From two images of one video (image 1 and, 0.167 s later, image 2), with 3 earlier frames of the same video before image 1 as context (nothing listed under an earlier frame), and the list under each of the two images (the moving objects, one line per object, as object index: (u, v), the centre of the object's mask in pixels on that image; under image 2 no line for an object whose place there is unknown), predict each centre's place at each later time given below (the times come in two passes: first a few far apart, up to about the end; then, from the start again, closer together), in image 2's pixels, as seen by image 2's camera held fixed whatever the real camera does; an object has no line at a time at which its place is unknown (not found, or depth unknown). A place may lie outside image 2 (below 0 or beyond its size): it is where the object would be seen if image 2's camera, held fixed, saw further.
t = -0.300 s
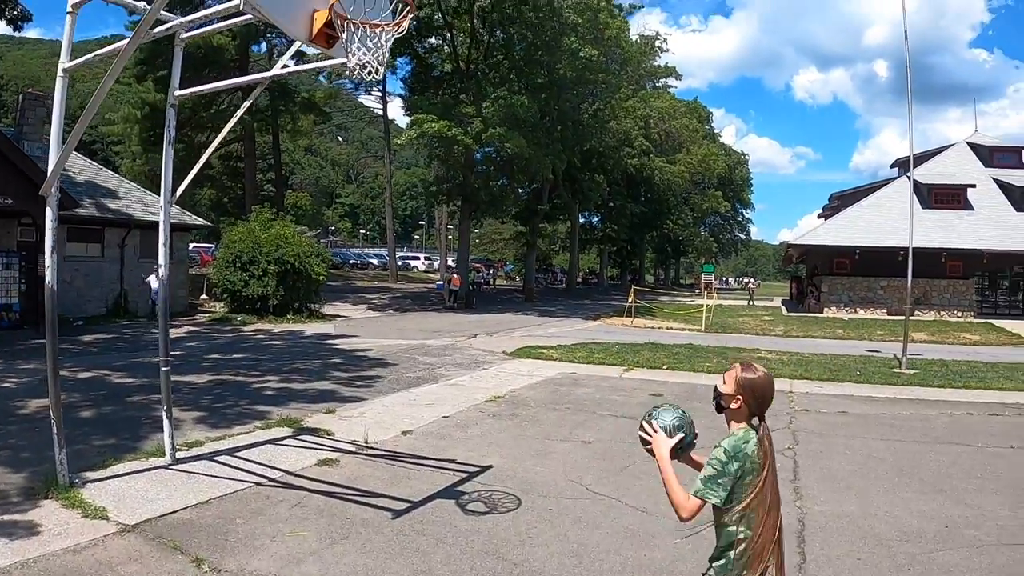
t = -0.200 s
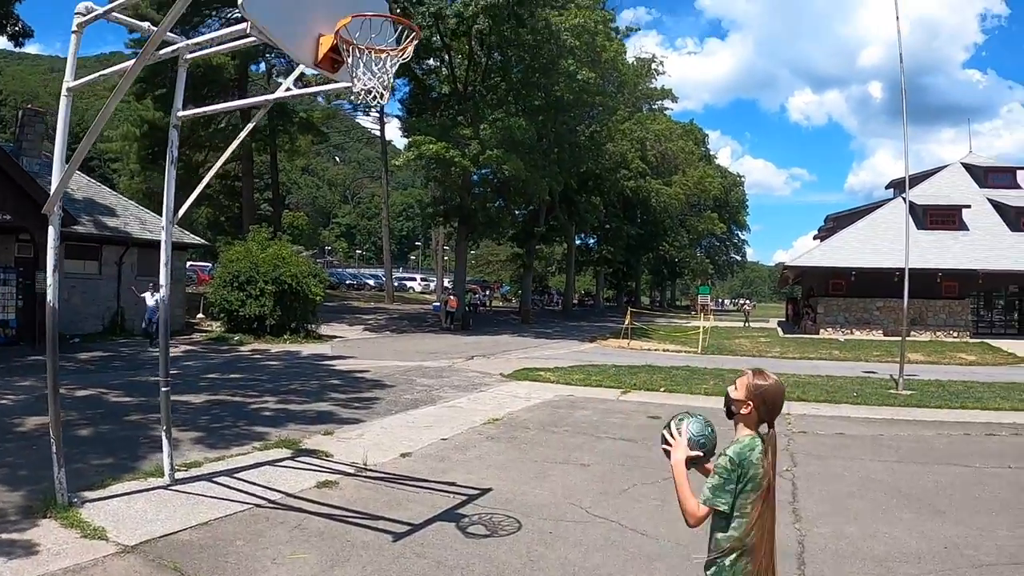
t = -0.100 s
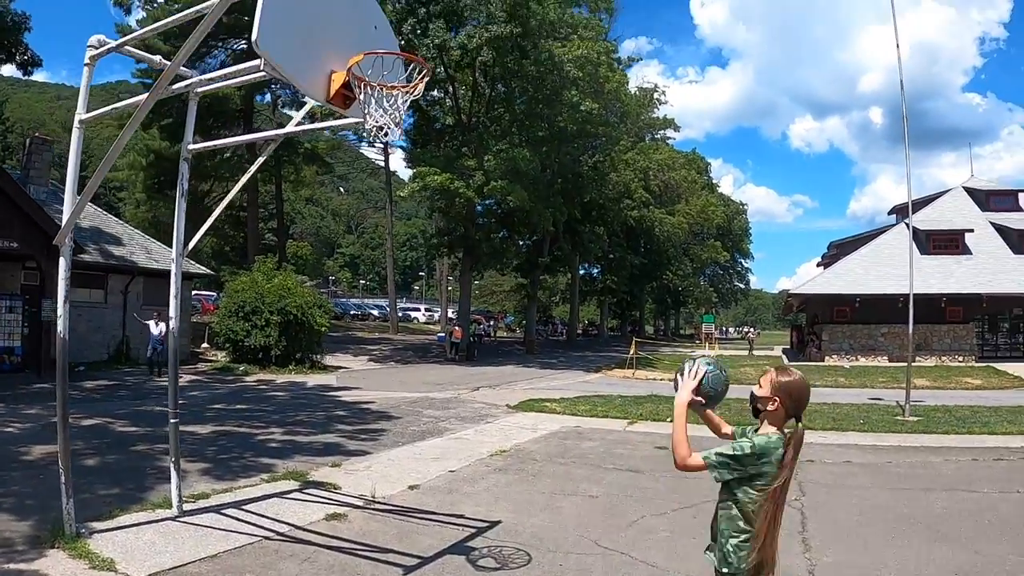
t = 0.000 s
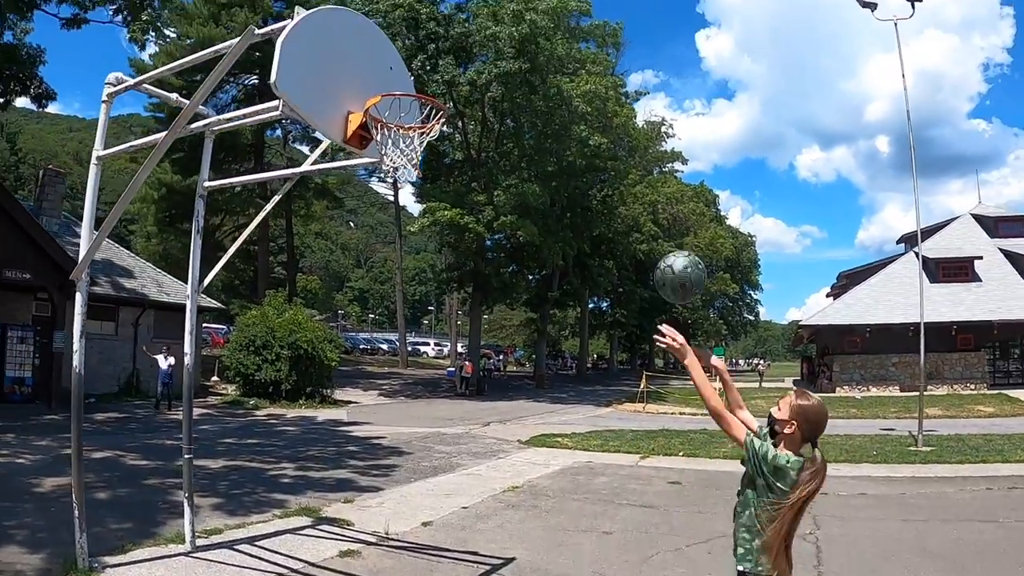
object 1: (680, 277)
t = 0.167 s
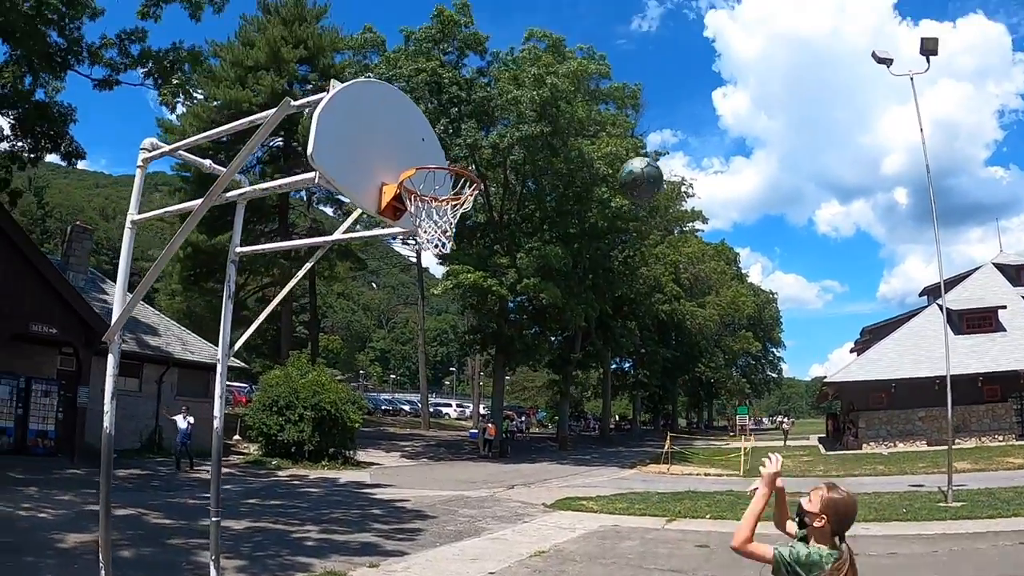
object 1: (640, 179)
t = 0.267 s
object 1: (610, 127)
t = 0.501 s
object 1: (549, 84)
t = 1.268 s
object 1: (488, 366)
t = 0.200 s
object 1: (630, 159)
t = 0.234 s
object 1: (619, 142)
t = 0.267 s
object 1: (610, 127)
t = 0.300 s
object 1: (601, 115)
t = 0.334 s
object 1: (591, 104)
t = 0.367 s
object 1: (582, 97)
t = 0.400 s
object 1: (574, 90)
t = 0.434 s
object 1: (565, 87)
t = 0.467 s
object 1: (557, 84)
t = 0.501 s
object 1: (549, 84)
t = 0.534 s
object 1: (542, 85)
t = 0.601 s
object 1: (526, 91)
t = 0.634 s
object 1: (518, 97)
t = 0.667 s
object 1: (511, 104)
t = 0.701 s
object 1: (502, 111)
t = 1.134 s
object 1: (471, 289)
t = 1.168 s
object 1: (476, 305)
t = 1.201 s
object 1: (480, 323)
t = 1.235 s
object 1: (484, 343)
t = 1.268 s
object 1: (488, 366)
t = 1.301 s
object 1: (492, 390)
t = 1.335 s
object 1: (496, 417)
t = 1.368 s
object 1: (499, 444)
